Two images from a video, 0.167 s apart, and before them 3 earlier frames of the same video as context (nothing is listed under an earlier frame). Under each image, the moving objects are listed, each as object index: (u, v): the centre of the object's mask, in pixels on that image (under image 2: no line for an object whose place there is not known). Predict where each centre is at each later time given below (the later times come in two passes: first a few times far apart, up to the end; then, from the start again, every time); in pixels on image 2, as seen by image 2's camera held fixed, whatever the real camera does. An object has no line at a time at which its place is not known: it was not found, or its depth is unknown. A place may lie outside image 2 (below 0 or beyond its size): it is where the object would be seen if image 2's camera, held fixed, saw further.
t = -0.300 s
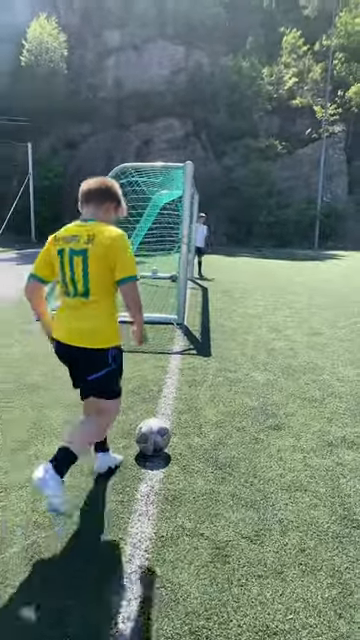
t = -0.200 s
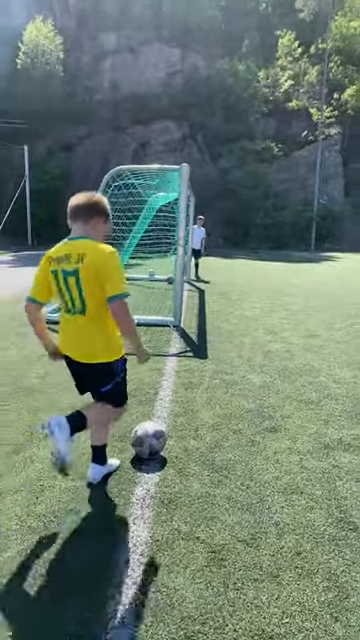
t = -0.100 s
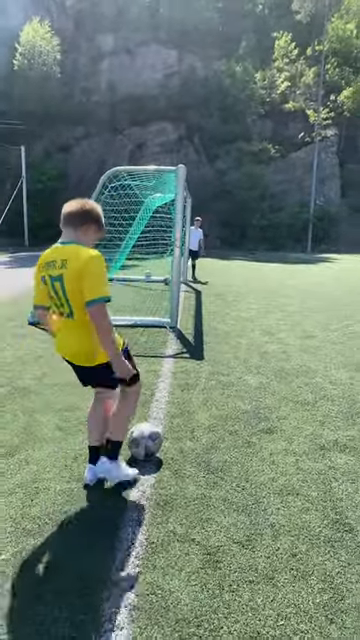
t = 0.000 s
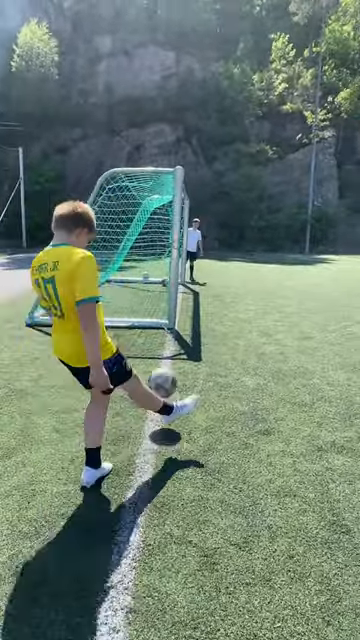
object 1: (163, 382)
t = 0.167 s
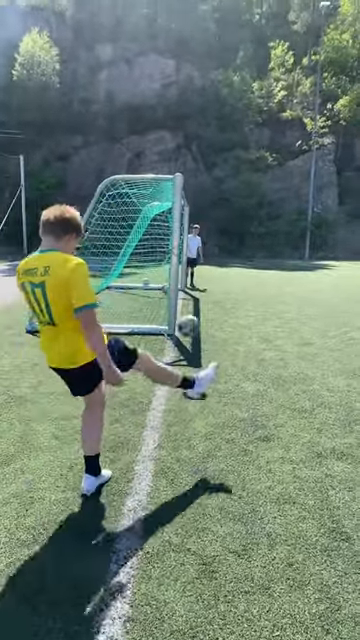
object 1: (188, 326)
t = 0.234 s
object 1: (195, 315)
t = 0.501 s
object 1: (210, 319)
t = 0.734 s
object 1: (206, 300)
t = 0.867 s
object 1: (204, 298)
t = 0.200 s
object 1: (192, 319)
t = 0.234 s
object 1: (195, 315)
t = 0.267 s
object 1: (197, 313)
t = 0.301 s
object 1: (199, 311)
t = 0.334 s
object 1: (202, 310)
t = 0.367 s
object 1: (205, 310)
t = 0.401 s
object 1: (206, 312)
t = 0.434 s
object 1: (207, 313)
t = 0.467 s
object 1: (209, 316)
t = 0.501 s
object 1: (210, 319)
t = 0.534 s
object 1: (211, 323)
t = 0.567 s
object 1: (211, 319)
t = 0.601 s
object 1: (209, 313)
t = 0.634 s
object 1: (208, 309)
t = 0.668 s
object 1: (208, 305)
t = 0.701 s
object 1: (207, 302)
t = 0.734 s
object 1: (206, 300)
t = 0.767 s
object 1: (206, 298)
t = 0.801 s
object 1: (205, 297)
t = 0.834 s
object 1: (205, 298)
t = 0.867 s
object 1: (204, 298)
